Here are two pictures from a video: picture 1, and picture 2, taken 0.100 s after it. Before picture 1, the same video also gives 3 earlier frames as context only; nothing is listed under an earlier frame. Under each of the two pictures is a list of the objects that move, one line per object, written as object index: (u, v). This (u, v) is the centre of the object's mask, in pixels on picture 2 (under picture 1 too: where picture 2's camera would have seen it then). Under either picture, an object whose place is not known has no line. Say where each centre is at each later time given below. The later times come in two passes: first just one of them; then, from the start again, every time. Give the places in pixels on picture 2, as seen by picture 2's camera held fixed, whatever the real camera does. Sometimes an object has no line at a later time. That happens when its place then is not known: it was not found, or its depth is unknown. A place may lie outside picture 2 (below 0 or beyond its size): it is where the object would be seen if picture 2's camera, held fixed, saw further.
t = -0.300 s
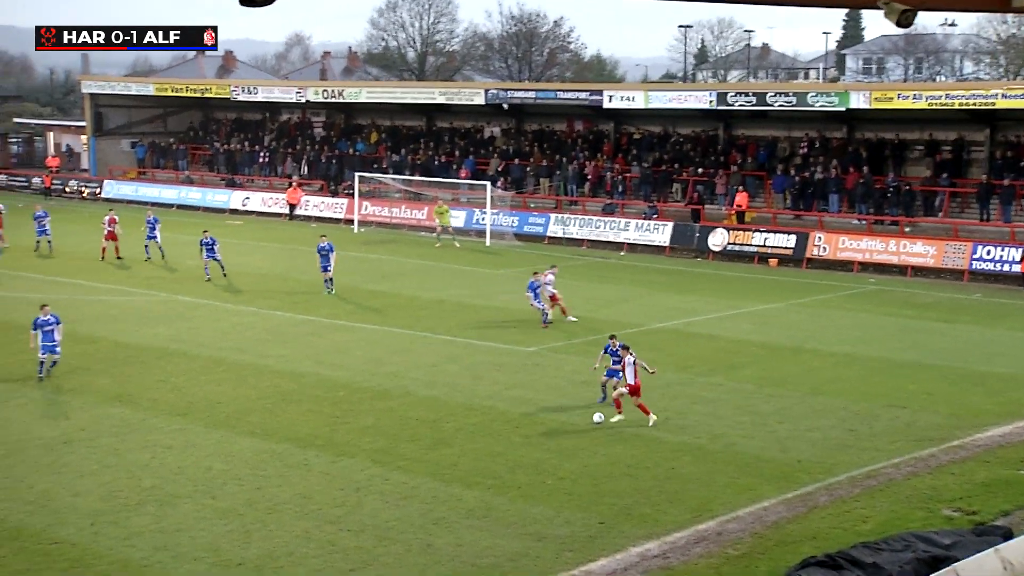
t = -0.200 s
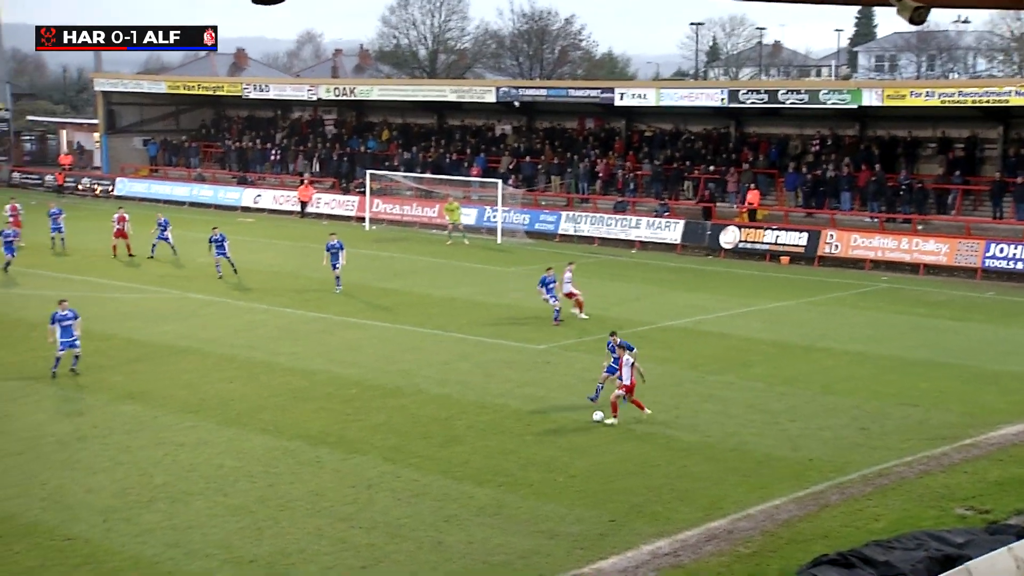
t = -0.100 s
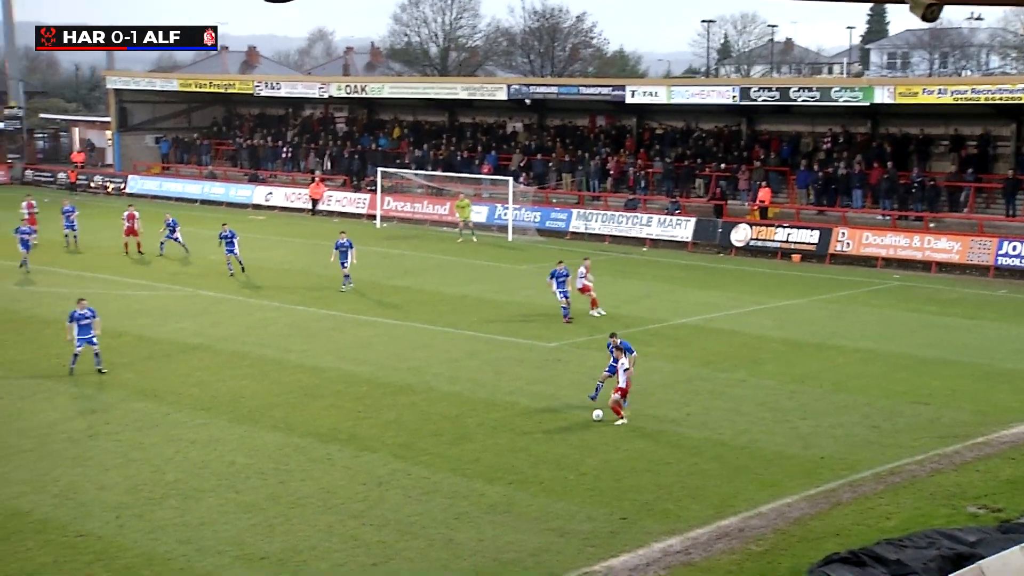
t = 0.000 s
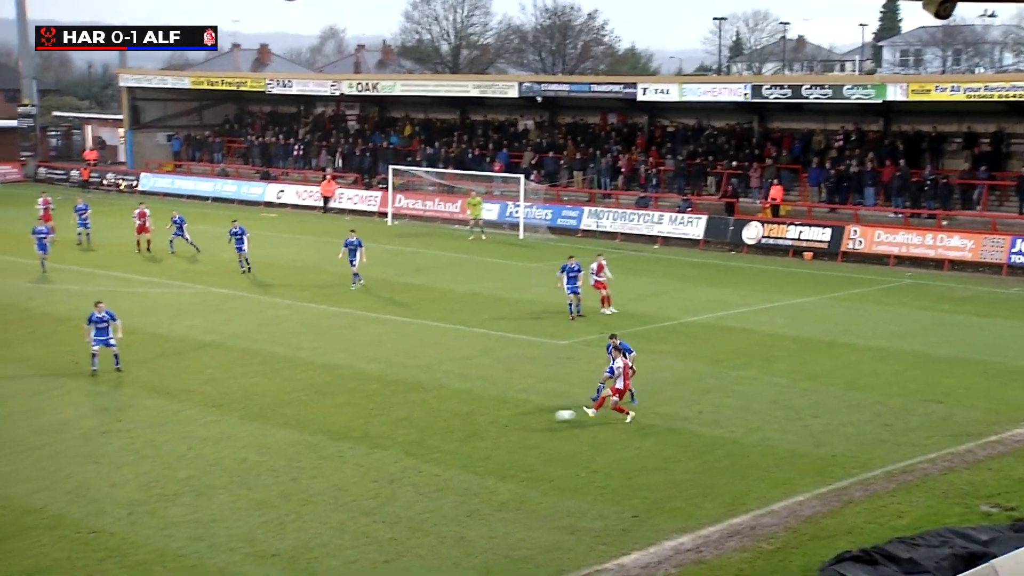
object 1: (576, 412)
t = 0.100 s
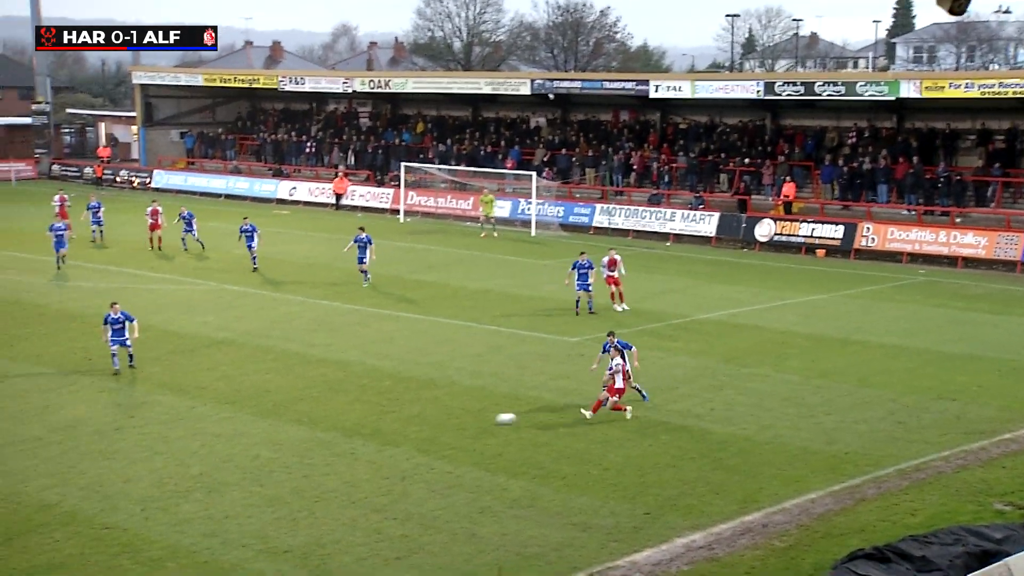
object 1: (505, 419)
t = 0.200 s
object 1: (437, 422)
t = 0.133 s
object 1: (483, 420)
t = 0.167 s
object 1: (459, 421)
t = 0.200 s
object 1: (437, 422)
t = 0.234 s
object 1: (415, 424)
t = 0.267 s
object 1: (392, 427)
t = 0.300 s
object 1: (370, 427)
